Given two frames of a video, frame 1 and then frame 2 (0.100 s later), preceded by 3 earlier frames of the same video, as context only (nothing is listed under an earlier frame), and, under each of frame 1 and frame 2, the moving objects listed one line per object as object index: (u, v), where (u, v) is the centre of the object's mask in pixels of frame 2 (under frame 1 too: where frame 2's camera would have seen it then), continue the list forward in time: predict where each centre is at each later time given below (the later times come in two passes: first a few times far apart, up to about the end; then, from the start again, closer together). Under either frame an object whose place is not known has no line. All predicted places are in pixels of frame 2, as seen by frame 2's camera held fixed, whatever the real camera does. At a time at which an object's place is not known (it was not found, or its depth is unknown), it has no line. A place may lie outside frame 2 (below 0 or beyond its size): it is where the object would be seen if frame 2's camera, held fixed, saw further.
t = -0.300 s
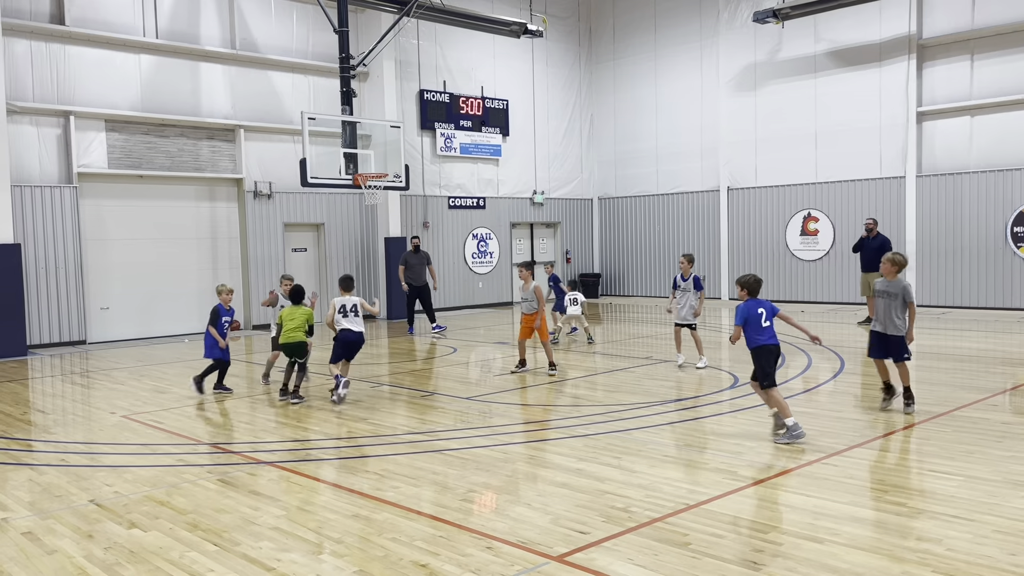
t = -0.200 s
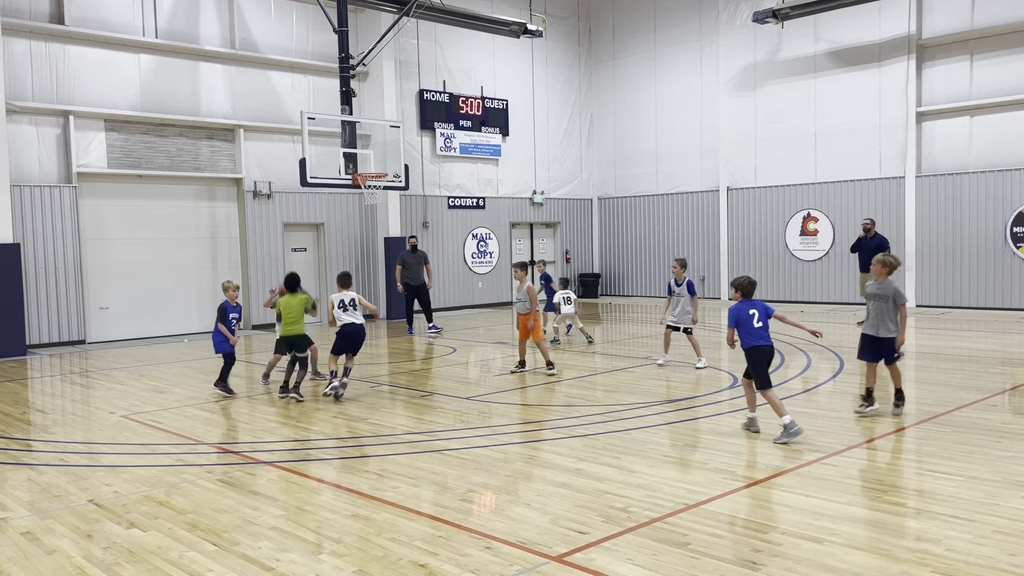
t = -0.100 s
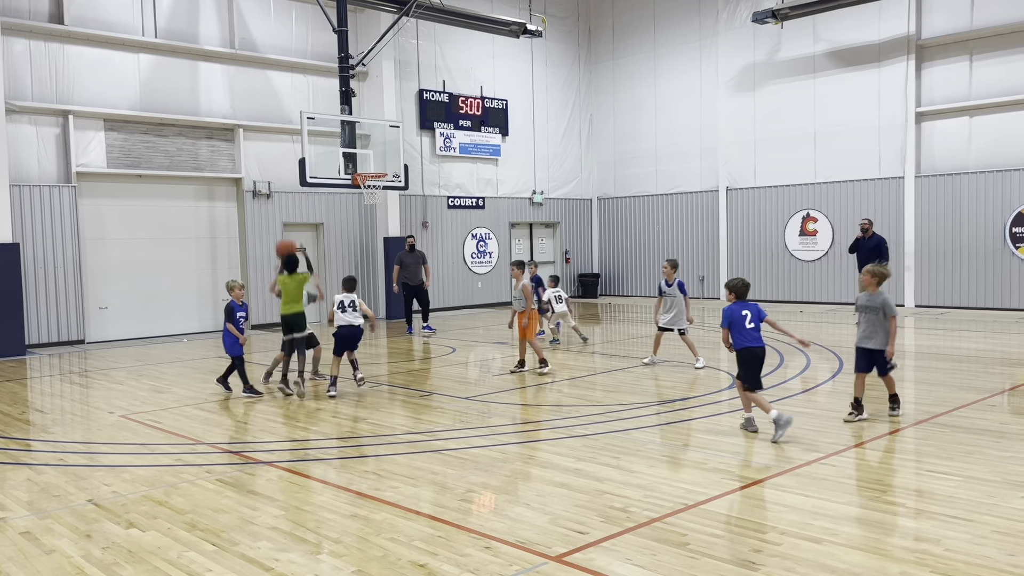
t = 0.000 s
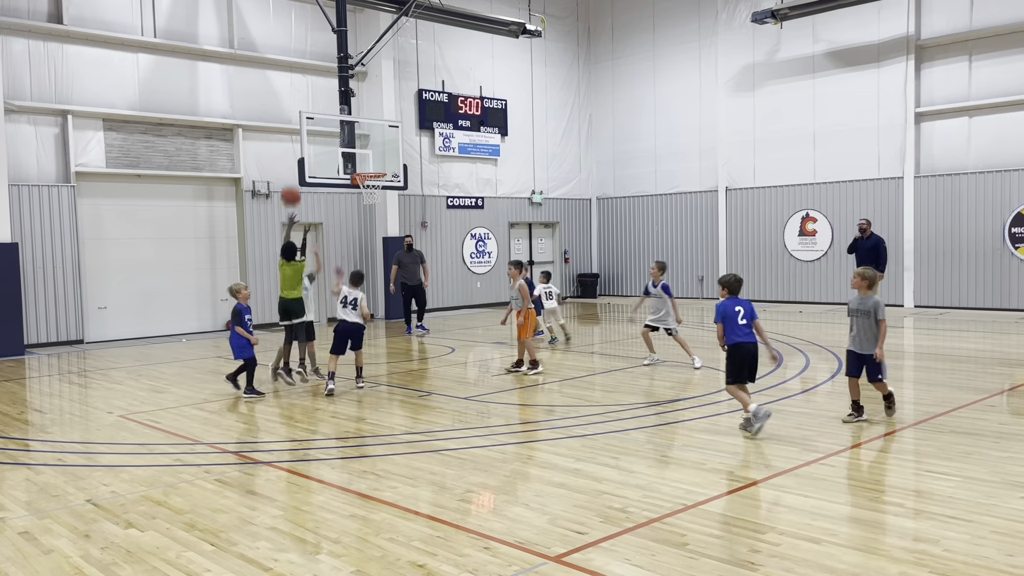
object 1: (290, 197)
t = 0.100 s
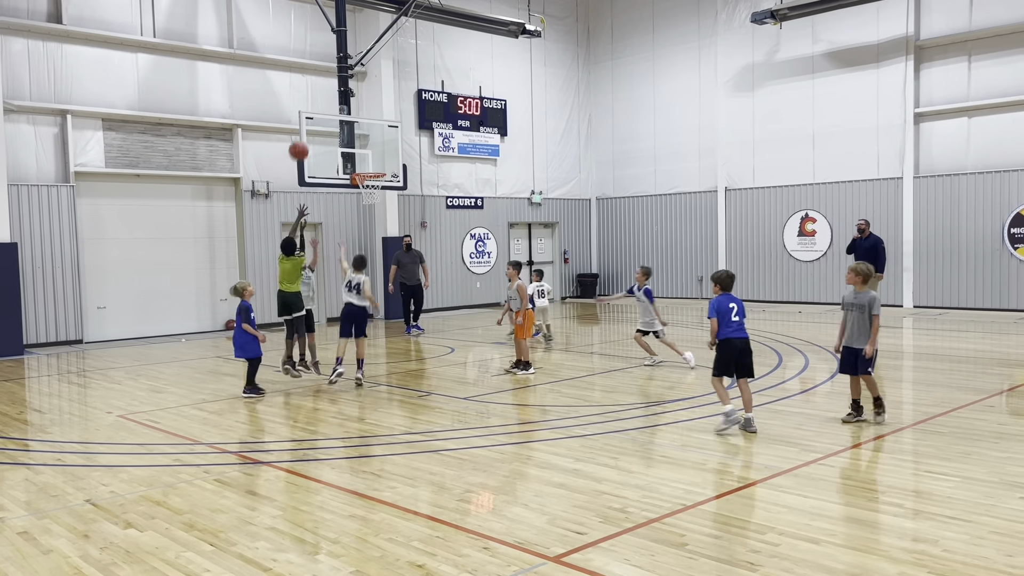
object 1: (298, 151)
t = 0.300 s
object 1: (314, 92)
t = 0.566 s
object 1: (335, 69)
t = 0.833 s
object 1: (355, 98)
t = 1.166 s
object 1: (367, 180)
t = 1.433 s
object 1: (363, 188)
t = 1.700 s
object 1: (380, 219)
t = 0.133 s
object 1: (301, 138)
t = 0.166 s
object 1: (304, 127)
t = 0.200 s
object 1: (307, 116)
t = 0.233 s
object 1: (309, 107)
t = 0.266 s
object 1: (312, 99)
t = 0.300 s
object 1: (314, 92)
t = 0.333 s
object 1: (317, 86)
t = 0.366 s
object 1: (320, 81)
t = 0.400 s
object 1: (323, 77)
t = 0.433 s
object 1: (325, 74)
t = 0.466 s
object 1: (328, 71)
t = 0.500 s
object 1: (330, 70)
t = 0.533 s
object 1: (333, 69)
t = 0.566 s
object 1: (335, 69)
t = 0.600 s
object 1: (338, 70)
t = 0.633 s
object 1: (340, 72)
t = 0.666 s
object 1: (343, 75)
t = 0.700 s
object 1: (346, 78)
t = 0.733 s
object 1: (348, 82)
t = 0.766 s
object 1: (351, 87)
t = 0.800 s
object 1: (353, 92)
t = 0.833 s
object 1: (355, 98)
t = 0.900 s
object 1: (361, 112)
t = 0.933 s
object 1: (363, 120)
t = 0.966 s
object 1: (365, 129)
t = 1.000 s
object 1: (368, 138)
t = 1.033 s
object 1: (370, 148)
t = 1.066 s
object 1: (372, 158)
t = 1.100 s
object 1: (375, 168)
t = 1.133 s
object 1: (373, 174)
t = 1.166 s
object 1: (367, 180)
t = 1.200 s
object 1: (360, 184)
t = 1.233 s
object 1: (358, 184)
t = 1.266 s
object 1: (357, 184)
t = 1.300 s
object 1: (358, 185)
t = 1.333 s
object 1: (359, 184)
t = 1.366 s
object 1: (360, 187)
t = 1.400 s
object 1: (365, 188)
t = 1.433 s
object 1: (363, 188)
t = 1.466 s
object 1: (365, 191)
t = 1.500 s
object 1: (367, 193)
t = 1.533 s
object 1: (368, 198)
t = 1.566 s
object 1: (371, 199)
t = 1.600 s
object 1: (374, 206)
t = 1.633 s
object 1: (375, 208)
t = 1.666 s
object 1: (378, 213)
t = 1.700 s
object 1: (380, 219)
